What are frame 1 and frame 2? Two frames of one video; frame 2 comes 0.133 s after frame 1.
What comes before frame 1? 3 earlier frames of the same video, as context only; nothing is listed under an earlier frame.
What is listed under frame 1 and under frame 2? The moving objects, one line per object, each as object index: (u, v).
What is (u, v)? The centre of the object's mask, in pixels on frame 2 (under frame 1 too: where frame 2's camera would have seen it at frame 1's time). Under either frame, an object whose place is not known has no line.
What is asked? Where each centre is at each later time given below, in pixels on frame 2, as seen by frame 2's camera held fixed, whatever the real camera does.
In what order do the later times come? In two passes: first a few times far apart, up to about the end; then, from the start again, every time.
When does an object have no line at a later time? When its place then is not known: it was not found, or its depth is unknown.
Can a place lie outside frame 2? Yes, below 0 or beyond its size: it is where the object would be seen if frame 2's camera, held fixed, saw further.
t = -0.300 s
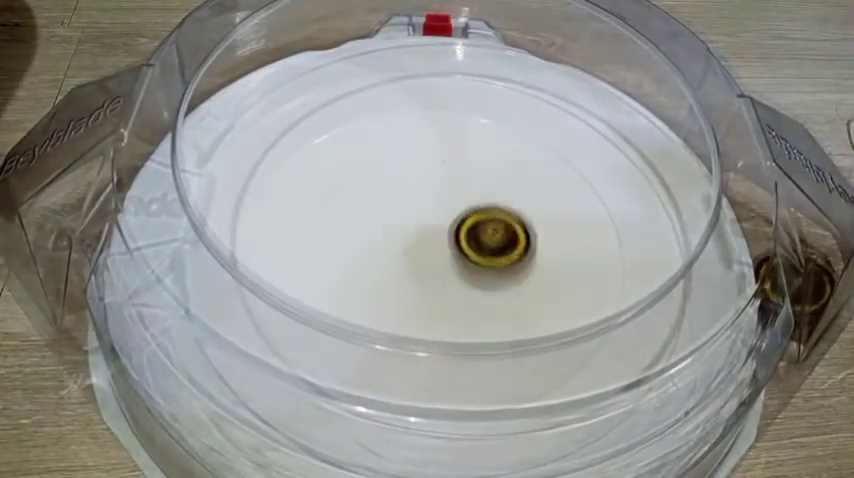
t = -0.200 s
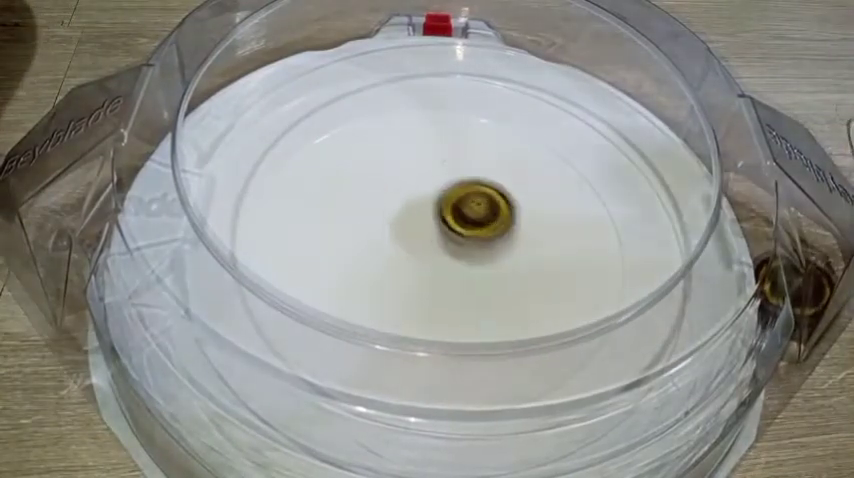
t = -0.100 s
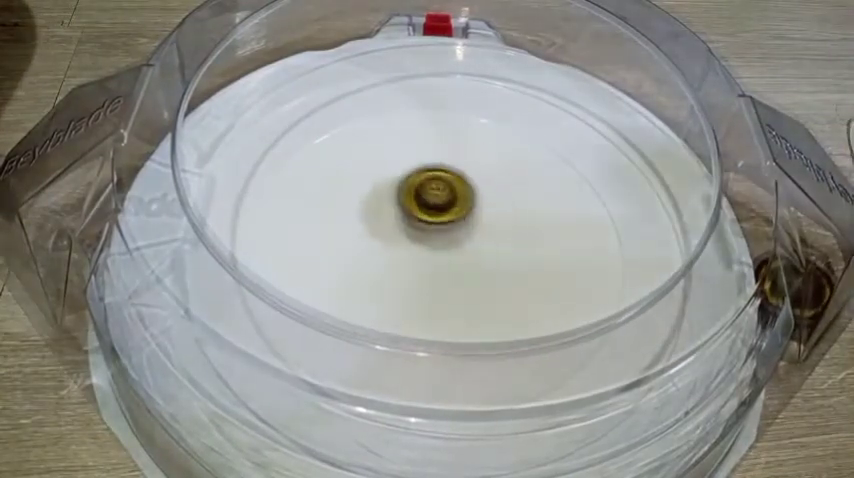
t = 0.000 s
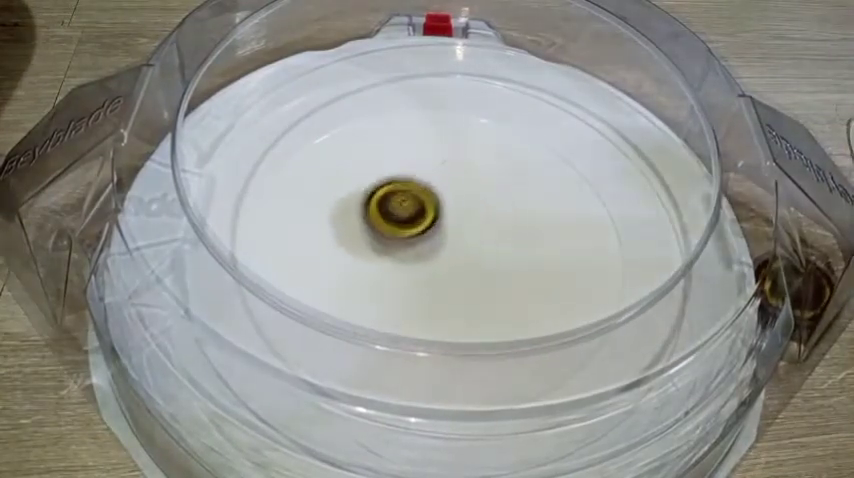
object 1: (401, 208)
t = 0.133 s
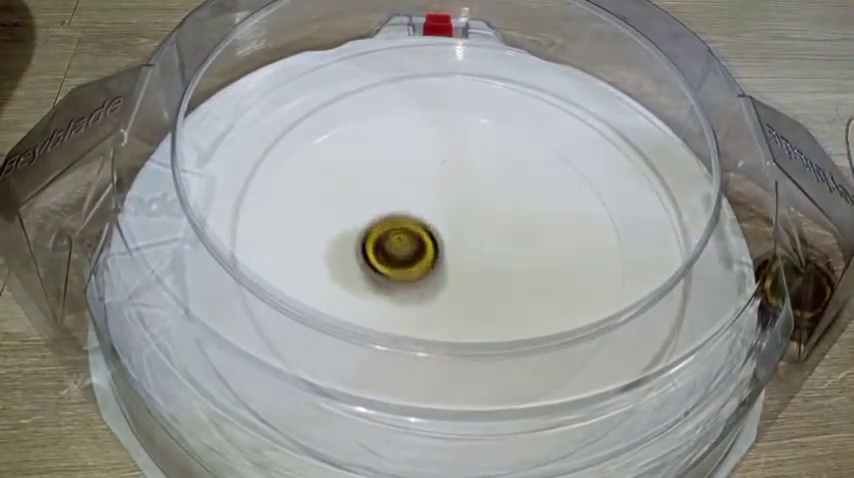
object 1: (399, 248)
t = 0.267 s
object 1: (441, 267)
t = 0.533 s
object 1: (465, 212)
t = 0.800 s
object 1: (399, 237)
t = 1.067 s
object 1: (470, 258)
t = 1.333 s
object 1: (437, 208)
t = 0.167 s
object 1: (407, 257)
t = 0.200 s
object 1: (417, 263)
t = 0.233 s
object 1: (429, 267)
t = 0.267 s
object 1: (441, 267)
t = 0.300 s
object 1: (452, 265)
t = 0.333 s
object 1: (462, 261)
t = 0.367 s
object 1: (471, 254)
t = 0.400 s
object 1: (476, 246)
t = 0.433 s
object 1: (478, 238)
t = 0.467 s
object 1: (476, 228)
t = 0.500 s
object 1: (472, 220)
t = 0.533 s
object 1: (465, 212)
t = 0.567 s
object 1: (456, 207)
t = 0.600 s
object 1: (445, 204)
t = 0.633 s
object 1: (433, 204)
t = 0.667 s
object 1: (422, 206)
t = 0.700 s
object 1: (411, 211)
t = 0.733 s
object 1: (404, 218)
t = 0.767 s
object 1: (400, 227)
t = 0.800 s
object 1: (399, 237)
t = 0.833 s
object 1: (402, 246)
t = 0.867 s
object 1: (408, 255)
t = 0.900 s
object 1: (417, 262)
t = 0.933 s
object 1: (428, 267)
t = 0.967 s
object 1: (440, 269)
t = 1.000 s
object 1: (451, 268)
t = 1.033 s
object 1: (462, 264)
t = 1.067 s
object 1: (470, 258)
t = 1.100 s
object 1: (476, 250)
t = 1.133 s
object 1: (479, 242)
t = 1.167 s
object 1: (478, 234)
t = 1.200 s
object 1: (474, 226)
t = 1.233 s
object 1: (467, 218)
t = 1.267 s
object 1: (457, 213)
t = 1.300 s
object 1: (447, 210)
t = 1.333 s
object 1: (437, 208)
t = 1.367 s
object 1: (426, 208)
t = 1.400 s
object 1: (416, 212)
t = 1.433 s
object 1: (408, 219)
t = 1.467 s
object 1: (403, 227)
